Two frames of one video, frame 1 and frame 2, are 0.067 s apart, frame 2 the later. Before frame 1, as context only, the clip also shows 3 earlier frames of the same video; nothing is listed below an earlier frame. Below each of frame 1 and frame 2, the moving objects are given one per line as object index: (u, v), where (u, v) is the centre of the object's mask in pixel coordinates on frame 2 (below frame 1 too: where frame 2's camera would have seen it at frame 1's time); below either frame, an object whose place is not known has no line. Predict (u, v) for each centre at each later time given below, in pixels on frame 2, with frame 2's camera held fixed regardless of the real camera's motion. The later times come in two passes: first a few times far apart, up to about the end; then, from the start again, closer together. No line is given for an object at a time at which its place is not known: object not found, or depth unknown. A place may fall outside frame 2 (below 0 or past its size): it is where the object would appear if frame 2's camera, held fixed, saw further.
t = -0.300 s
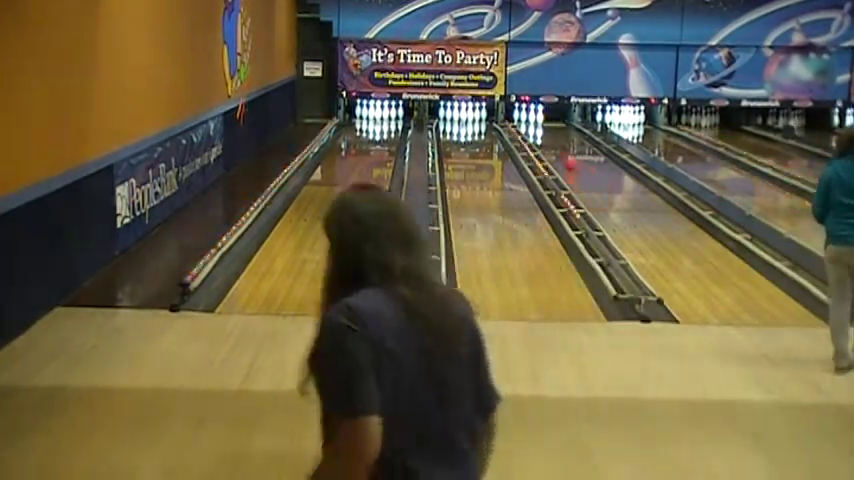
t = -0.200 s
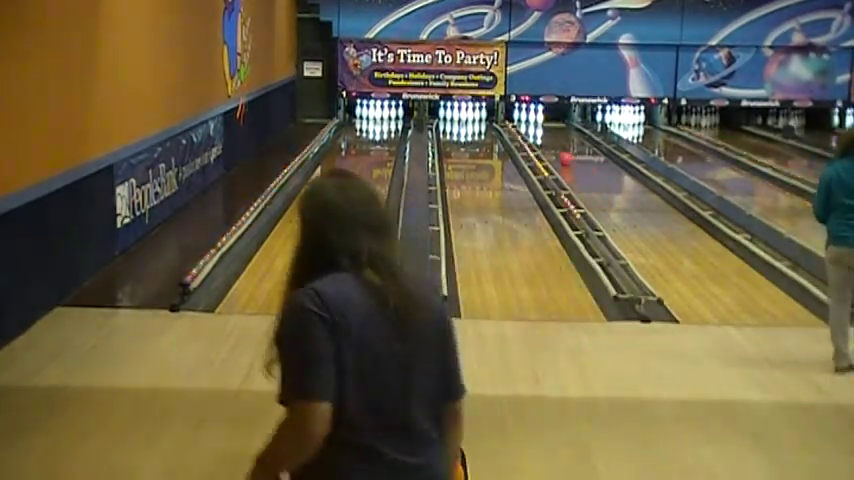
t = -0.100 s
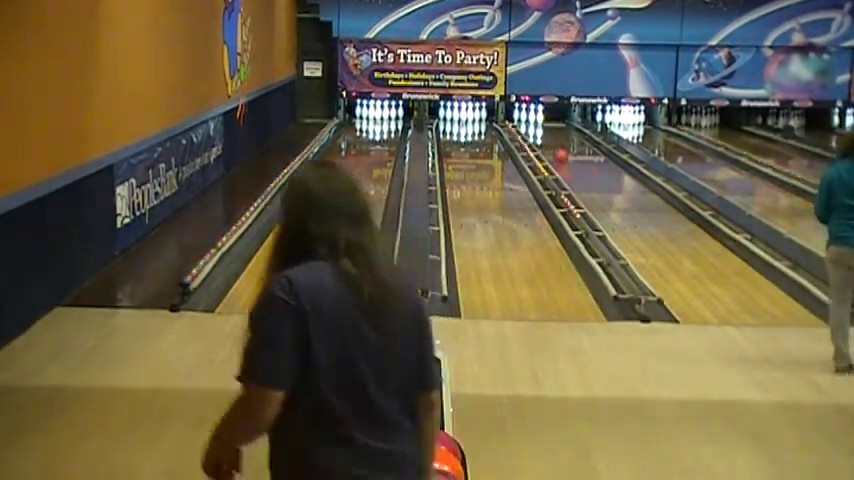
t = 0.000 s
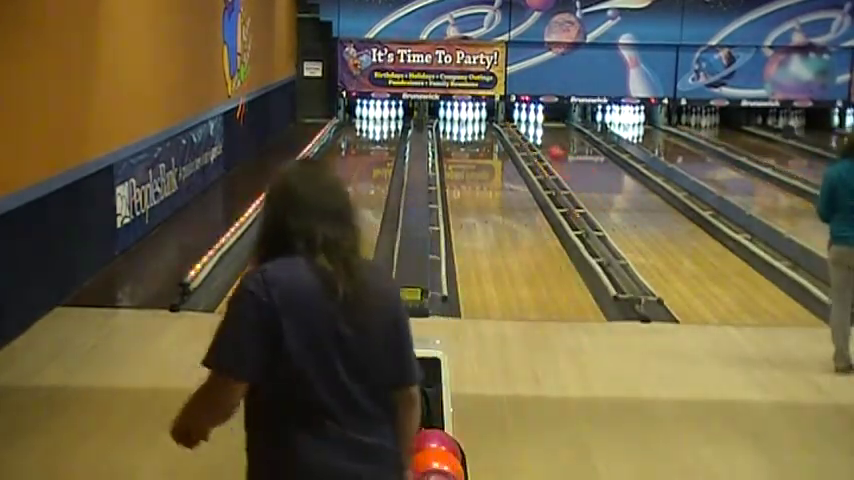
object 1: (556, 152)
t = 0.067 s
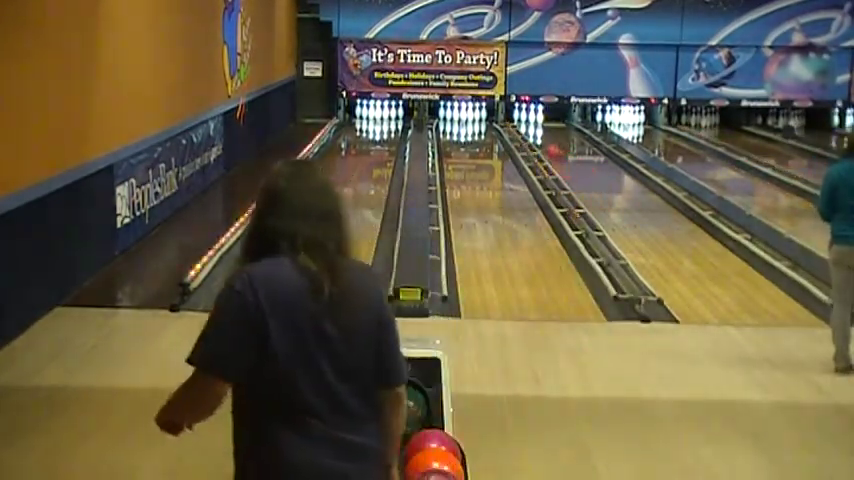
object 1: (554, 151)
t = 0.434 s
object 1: (538, 140)
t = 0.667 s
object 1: (531, 135)
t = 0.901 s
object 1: (528, 131)
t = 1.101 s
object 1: (525, 126)
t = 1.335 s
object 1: (523, 124)
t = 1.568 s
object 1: (523, 123)
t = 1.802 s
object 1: (519, 116)
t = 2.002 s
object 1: (516, 115)
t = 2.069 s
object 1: (516, 115)
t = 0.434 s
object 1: (538, 140)
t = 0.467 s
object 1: (537, 140)
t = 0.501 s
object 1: (536, 139)
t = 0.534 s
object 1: (533, 137)
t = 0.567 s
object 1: (532, 136)
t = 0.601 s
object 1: (532, 136)
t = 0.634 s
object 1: (531, 136)
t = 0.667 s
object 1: (531, 135)
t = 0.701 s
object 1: (531, 136)
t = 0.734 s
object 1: (531, 134)
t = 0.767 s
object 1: (530, 134)
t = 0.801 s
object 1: (529, 133)
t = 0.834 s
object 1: (529, 132)
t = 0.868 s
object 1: (528, 132)
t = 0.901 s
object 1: (528, 131)
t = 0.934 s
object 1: (529, 131)
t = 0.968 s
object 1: (529, 131)
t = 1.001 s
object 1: (527, 129)
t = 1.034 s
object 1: (526, 129)
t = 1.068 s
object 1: (525, 129)
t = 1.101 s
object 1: (525, 126)
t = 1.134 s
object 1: (524, 126)
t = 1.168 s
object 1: (525, 126)
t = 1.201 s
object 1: (524, 126)
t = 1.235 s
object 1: (524, 125)
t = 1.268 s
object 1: (524, 125)
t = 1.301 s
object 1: (524, 124)
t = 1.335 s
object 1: (523, 124)
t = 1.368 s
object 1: (523, 124)
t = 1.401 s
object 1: (523, 124)
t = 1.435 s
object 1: (523, 123)
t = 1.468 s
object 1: (523, 124)
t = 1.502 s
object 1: (523, 123)
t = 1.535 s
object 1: (523, 123)
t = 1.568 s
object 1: (523, 123)
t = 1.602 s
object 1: (523, 124)
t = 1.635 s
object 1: (522, 123)
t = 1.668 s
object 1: (522, 123)
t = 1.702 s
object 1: (522, 122)
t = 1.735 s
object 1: (522, 123)
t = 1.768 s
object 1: (520, 120)
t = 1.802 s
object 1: (519, 116)
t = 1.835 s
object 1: (518, 116)
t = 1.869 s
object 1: (518, 116)
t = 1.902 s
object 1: (517, 115)
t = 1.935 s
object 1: (517, 116)
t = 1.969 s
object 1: (516, 115)
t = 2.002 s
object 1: (516, 115)
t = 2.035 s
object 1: (516, 115)
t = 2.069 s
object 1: (516, 115)
